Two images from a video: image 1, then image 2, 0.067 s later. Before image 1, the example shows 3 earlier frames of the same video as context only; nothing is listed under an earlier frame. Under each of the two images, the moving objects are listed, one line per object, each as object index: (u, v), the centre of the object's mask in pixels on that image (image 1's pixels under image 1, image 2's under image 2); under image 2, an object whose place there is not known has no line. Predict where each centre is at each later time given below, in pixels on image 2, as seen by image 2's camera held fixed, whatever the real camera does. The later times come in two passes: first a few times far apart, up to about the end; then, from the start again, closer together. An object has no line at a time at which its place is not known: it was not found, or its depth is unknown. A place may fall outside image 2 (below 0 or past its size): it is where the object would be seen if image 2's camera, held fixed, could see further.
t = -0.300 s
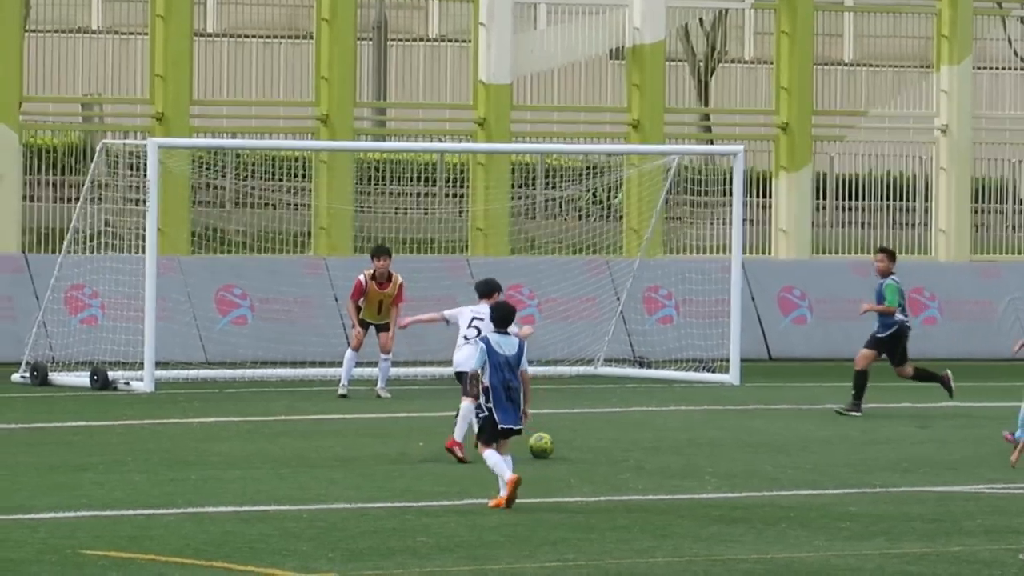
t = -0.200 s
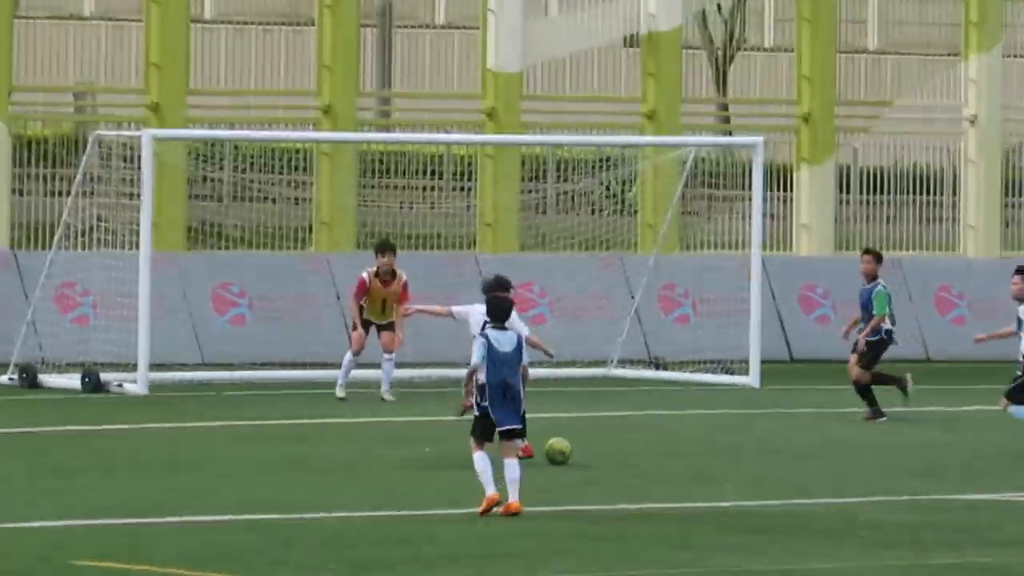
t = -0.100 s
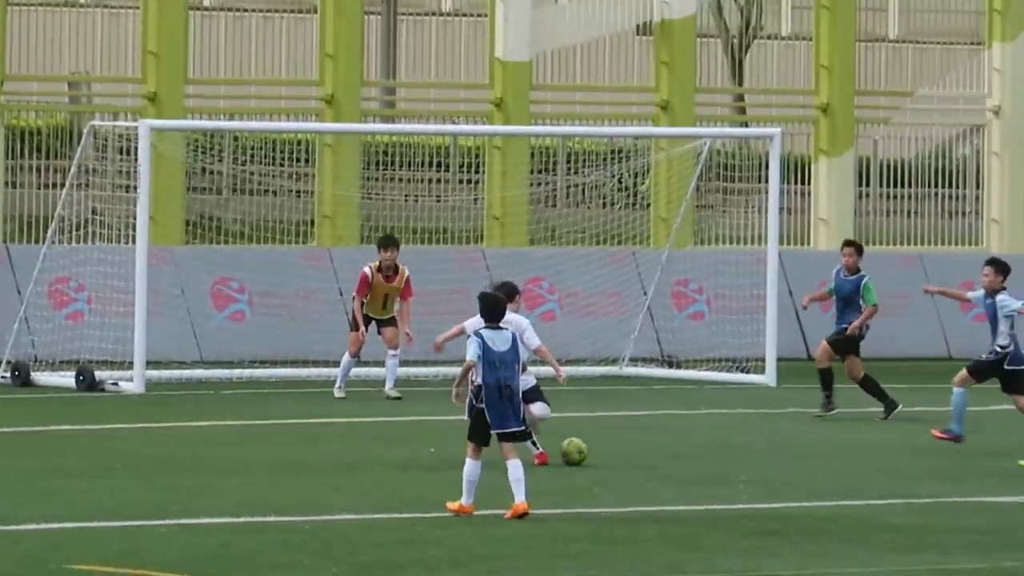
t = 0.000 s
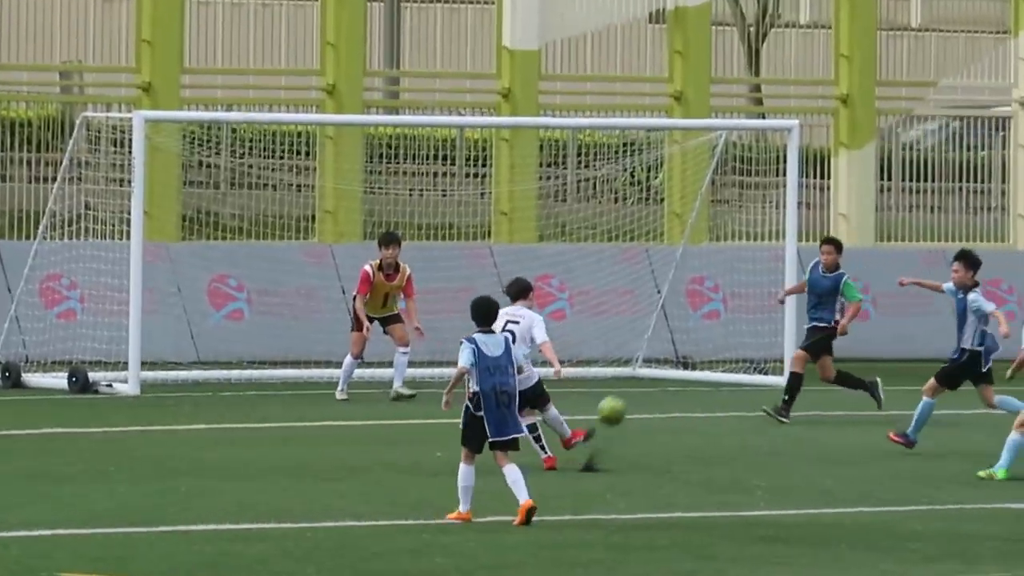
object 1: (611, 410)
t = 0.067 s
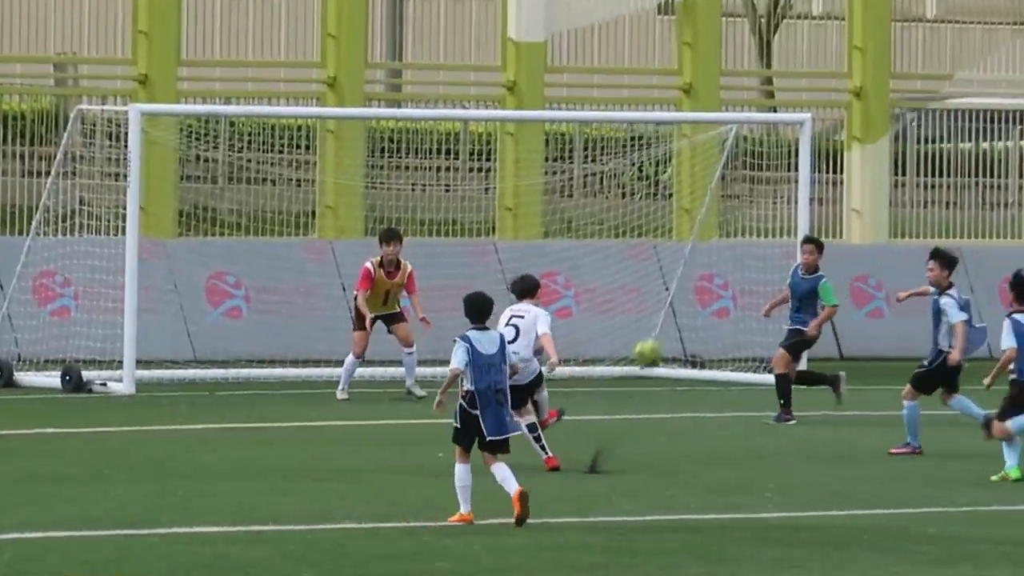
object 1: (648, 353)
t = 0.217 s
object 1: (707, 250)
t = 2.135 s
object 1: (915, 274)
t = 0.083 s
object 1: (655, 340)
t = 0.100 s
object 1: (662, 328)
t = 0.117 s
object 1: (669, 316)
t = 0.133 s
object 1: (676, 304)
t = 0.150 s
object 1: (682, 292)
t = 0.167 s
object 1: (688, 281)
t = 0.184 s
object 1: (694, 271)
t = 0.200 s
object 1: (701, 260)
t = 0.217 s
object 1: (707, 250)
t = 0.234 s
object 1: (710, 240)
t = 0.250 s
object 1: (717, 231)
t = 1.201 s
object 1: (899, 215)
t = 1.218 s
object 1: (900, 223)
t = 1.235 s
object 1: (902, 229)
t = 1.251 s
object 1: (902, 237)
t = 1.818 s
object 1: (918, 266)
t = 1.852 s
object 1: (918, 262)
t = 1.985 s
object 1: (917, 258)
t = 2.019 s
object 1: (916, 259)
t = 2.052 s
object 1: (916, 262)
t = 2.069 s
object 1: (916, 263)
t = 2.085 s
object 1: (915, 265)
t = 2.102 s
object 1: (915, 268)
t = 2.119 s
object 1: (915, 271)
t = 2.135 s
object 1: (915, 274)
